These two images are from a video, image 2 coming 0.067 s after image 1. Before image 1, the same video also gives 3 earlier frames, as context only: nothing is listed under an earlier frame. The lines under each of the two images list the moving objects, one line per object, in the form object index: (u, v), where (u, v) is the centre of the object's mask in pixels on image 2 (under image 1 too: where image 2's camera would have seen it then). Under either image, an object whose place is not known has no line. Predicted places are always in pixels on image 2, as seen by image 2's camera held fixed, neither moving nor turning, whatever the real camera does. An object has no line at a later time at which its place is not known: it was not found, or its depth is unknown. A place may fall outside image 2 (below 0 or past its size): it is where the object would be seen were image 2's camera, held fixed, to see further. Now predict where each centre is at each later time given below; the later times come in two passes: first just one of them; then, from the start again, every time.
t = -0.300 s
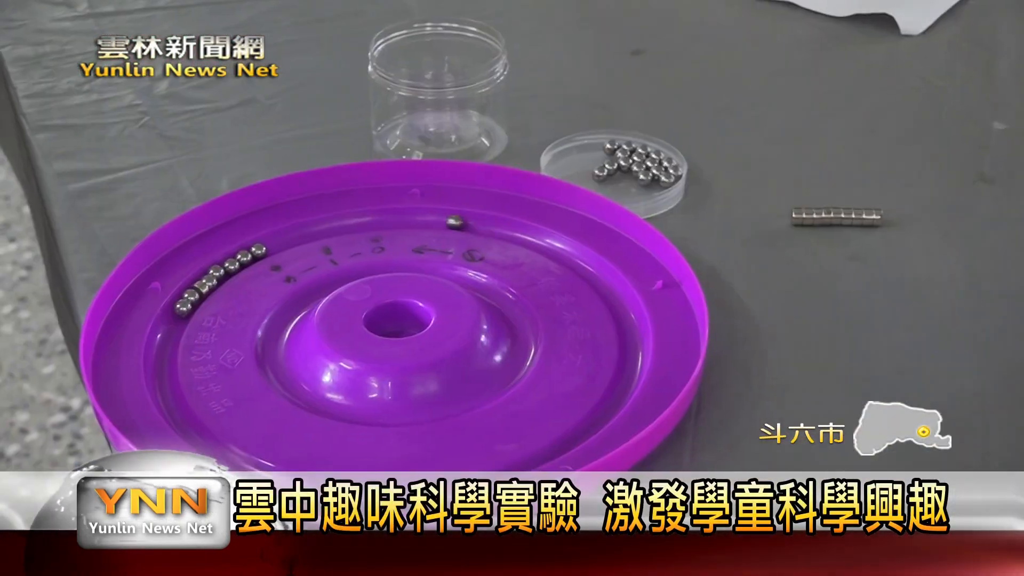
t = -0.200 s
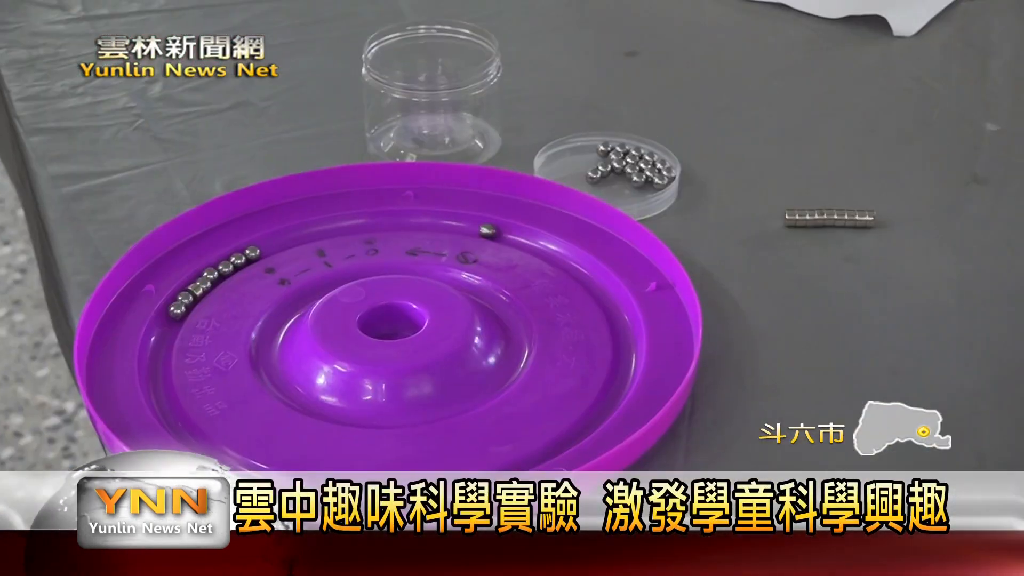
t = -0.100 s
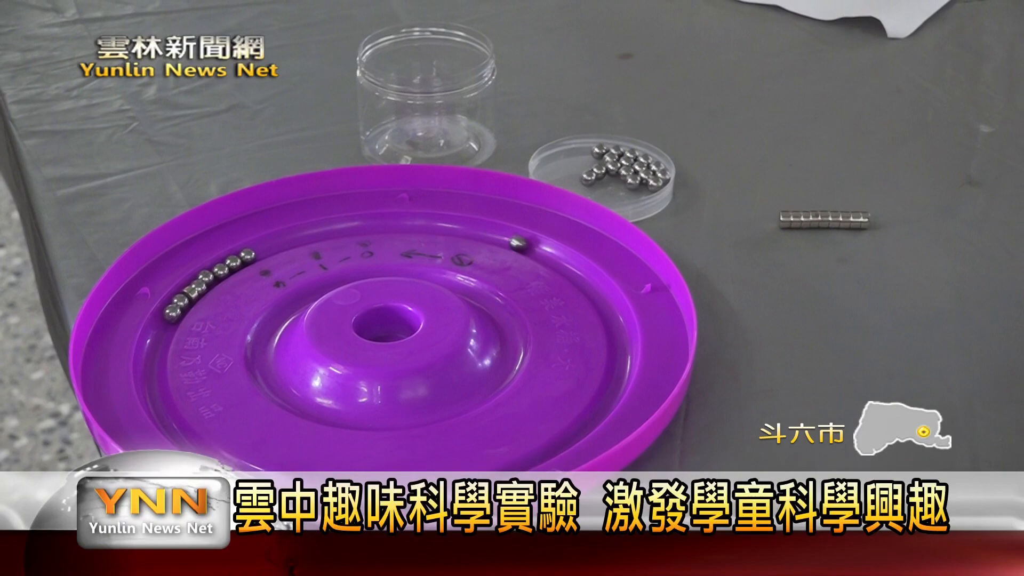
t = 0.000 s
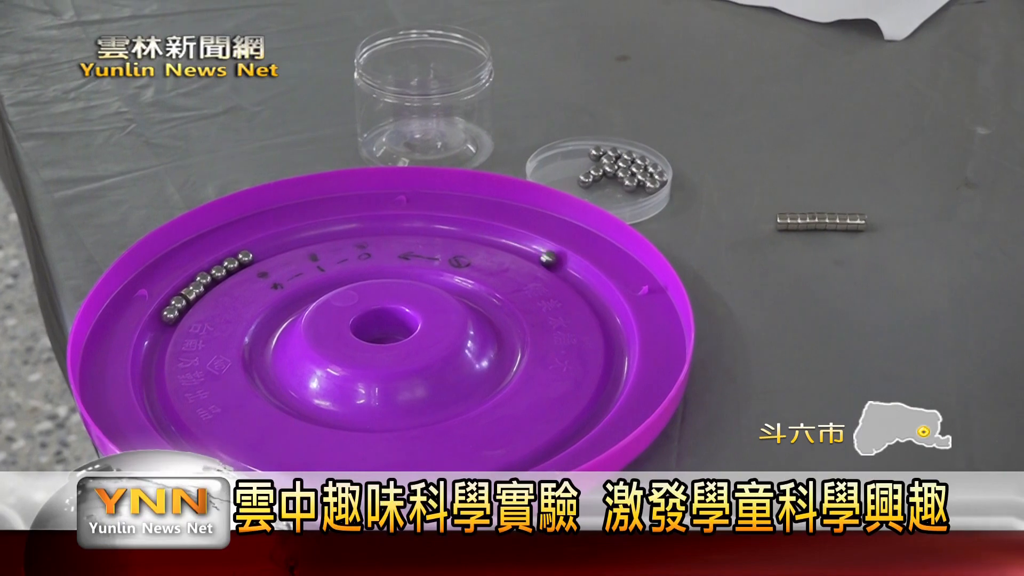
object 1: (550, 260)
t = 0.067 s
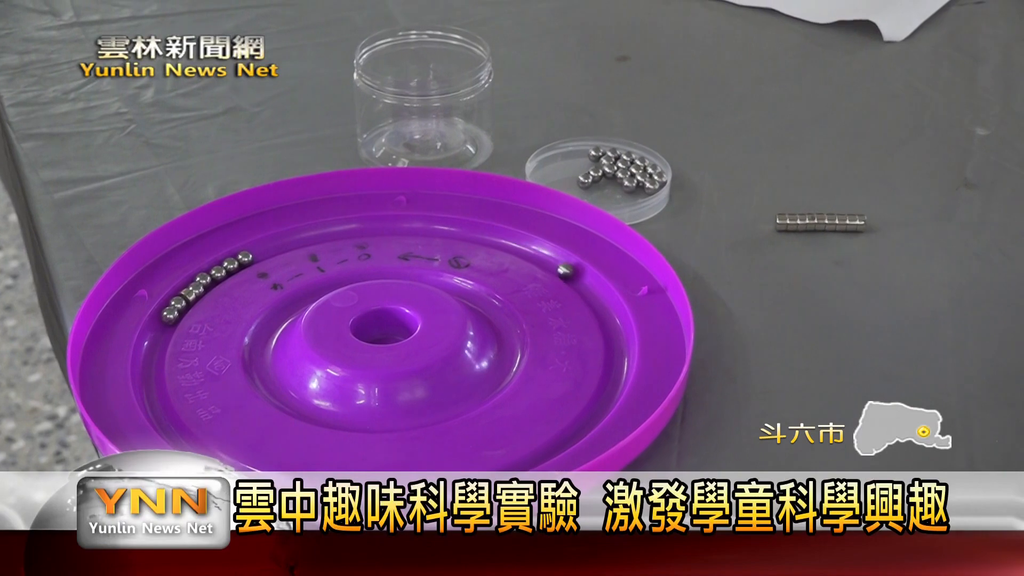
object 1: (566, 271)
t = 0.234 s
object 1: (604, 302)
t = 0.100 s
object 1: (576, 277)
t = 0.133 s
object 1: (584, 283)
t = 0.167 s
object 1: (591, 289)
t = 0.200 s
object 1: (598, 296)
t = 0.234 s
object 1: (604, 302)
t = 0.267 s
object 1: (609, 308)
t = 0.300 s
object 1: (613, 316)
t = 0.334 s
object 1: (618, 322)
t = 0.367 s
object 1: (623, 329)
